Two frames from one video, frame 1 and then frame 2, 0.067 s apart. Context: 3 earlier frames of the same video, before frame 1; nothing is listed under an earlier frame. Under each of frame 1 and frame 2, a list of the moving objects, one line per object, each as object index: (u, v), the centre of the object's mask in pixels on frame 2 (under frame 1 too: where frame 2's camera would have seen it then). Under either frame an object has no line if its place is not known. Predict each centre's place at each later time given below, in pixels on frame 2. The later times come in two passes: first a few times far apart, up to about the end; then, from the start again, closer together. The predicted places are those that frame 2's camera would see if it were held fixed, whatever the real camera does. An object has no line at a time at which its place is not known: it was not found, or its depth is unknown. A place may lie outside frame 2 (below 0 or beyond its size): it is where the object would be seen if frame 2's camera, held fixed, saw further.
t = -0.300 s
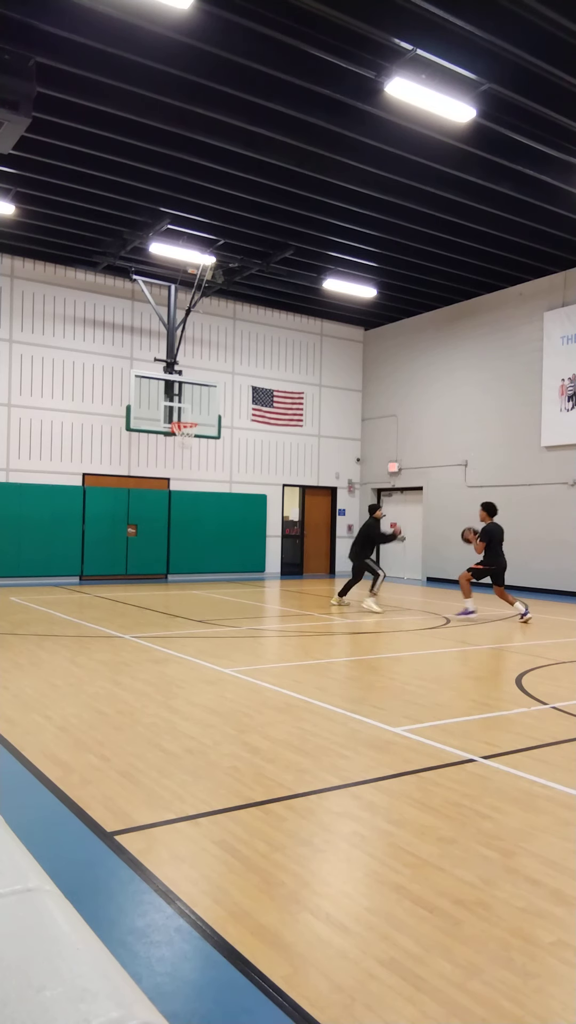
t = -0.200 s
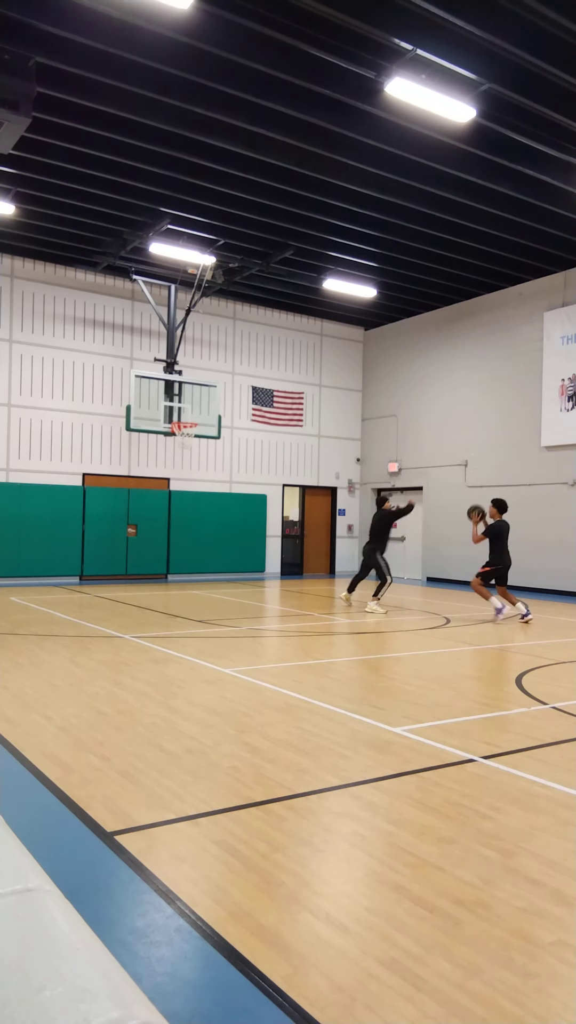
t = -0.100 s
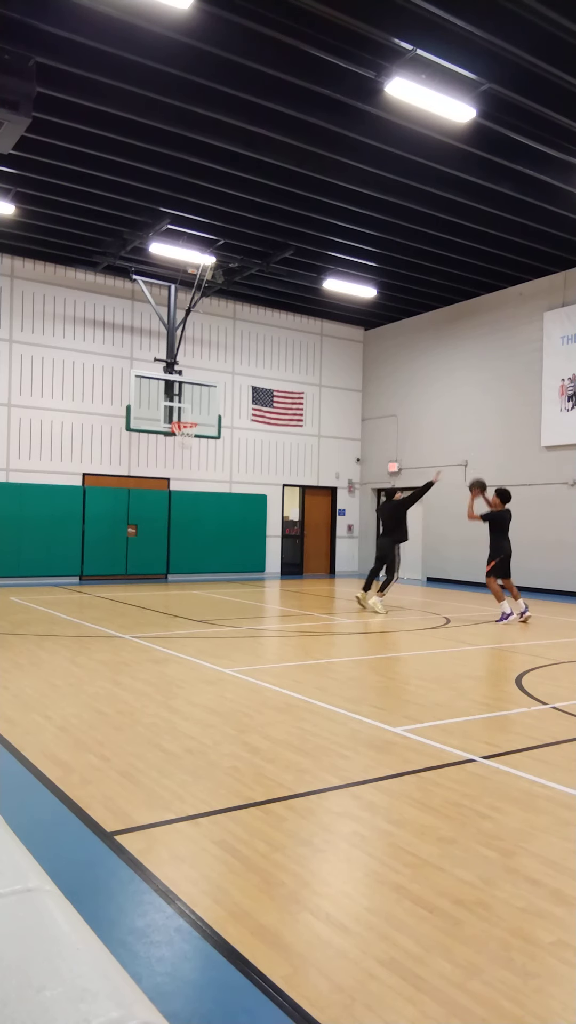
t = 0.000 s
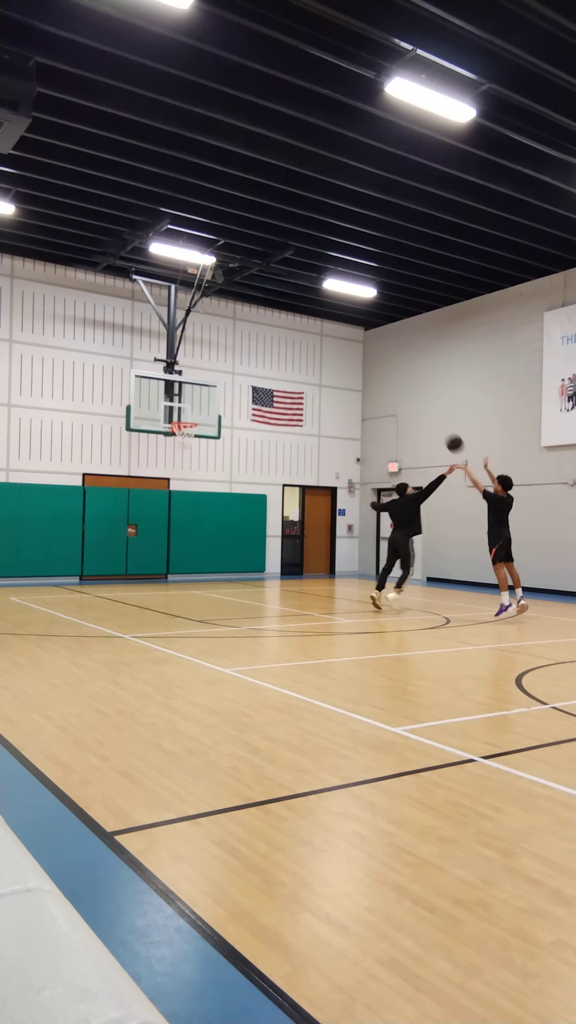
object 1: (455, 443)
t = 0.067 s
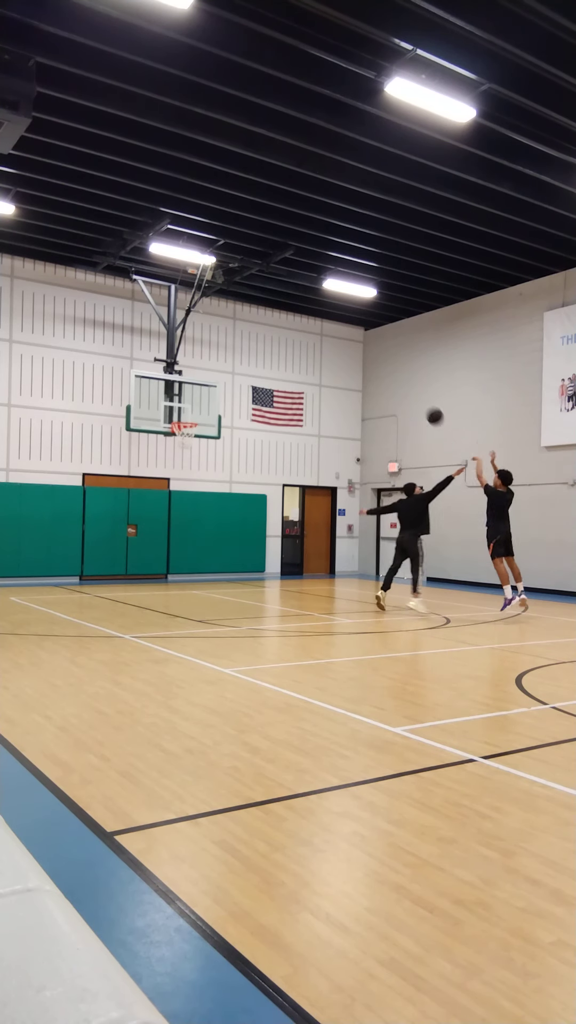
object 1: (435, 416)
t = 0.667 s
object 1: (288, 328)
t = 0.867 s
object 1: (248, 347)
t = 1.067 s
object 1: (211, 385)
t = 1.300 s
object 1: (179, 440)
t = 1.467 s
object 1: (177, 456)
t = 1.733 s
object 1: (174, 508)
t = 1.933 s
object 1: (171, 574)
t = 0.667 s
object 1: (288, 328)
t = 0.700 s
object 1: (281, 329)
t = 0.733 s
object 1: (275, 332)
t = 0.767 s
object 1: (268, 335)
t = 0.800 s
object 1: (261, 338)
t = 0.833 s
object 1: (255, 342)
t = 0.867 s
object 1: (248, 347)
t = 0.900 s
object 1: (242, 352)
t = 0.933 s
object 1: (236, 358)
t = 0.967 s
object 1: (229, 364)
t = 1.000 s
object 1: (223, 371)
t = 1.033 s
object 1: (217, 378)
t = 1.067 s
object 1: (211, 385)
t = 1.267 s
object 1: (181, 437)
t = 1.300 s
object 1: (179, 440)
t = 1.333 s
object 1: (177, 444)
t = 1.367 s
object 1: (177, 446)
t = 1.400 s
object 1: (177, 449)
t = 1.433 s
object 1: (177, 452)
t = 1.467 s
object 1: (177, 456)
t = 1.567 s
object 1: (176, 471)
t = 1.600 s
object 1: (175, 477)
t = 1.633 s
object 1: (175, 483)
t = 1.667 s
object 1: (175, 491)
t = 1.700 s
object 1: (174, 499)
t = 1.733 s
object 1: (174, 508)
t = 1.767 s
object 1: (174, 518)
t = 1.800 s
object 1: (173, 528)
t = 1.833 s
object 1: (172, 538)
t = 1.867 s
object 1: (171, 550)
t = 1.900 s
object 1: (171, 562)
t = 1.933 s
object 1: (171, 574)
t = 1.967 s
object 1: (170, 587)
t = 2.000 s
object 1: (172, 578)
